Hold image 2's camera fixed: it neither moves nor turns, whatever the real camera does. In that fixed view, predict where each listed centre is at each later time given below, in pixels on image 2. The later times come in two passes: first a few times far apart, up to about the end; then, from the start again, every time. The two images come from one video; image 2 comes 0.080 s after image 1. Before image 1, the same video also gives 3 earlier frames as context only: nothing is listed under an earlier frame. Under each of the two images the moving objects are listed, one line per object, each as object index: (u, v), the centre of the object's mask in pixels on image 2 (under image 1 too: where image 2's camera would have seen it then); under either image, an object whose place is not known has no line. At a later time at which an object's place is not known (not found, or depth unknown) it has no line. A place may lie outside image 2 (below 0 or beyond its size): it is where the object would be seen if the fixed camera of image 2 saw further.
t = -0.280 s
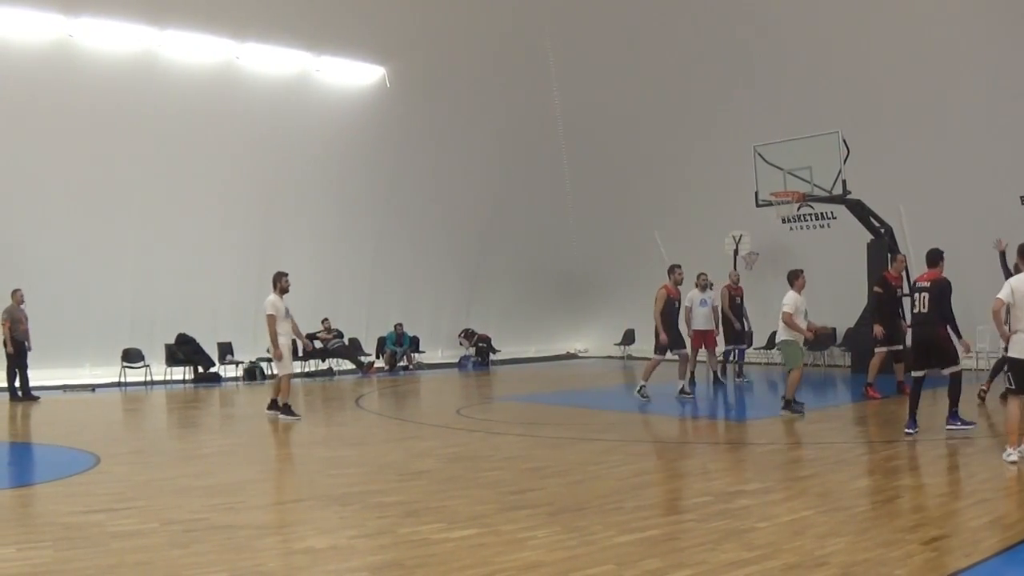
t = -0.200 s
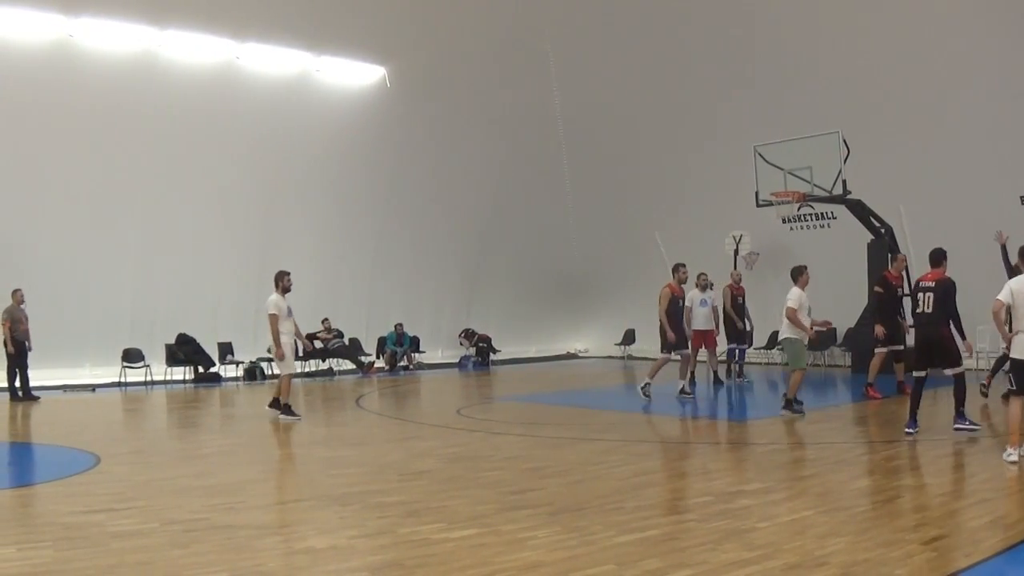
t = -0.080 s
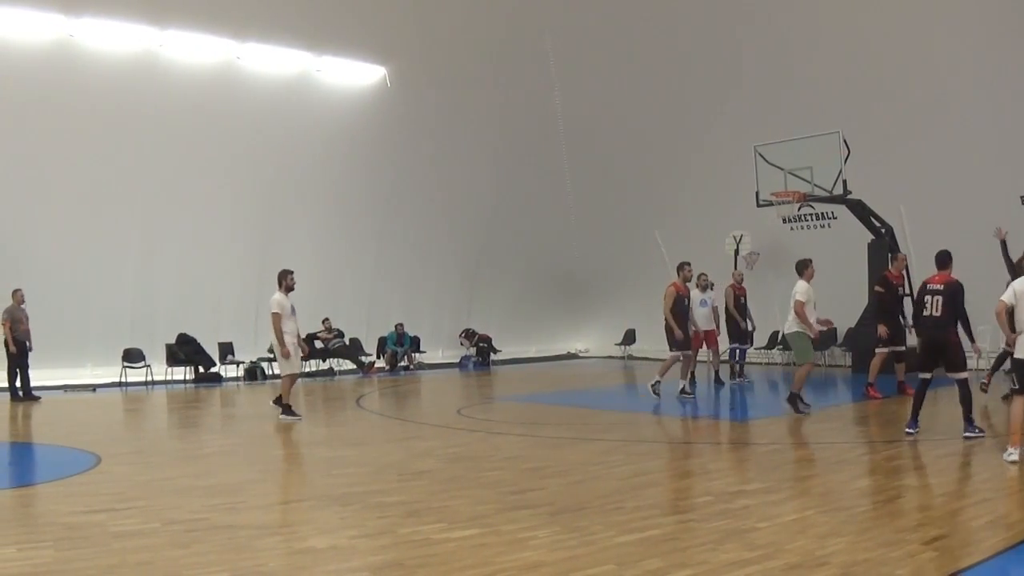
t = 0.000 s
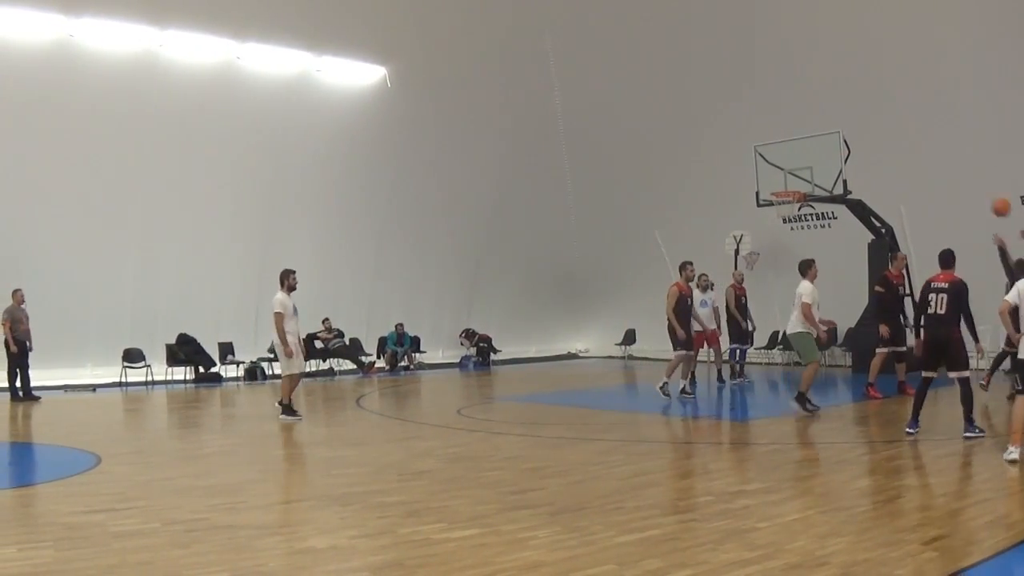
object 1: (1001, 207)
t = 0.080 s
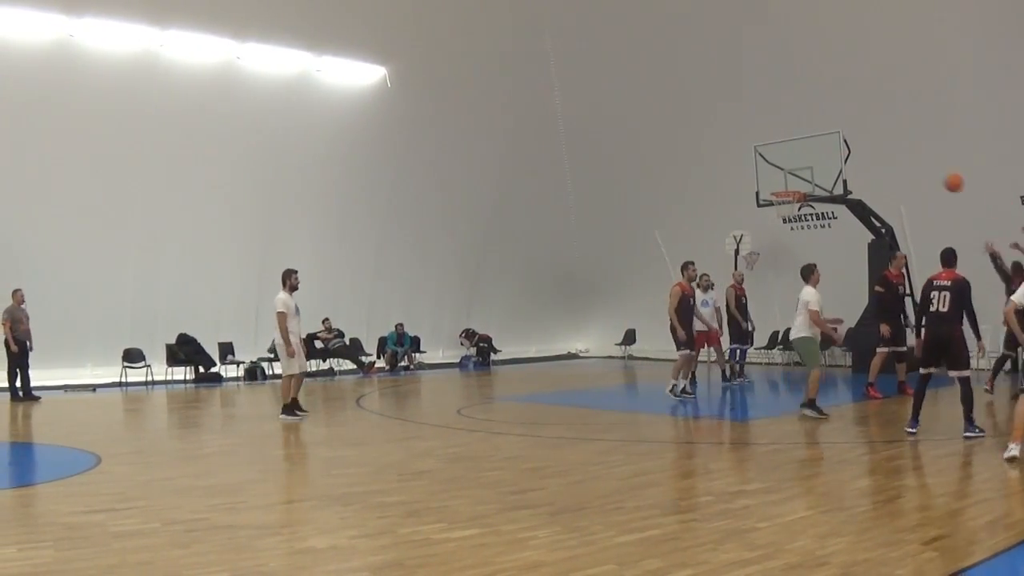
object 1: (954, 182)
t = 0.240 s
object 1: (852, 146)
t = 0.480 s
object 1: (689, 130)
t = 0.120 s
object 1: (928, 172)
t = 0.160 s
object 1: (904, 162)
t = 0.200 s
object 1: (878, 153)
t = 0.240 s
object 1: (852, 146)
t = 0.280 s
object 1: (825, 140)
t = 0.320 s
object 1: (799, 135)
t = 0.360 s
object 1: (772, 132)
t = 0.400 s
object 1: (744, 130)
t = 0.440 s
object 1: (717, 130)
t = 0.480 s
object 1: (689, 130)
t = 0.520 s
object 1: (660, 132)
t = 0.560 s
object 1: (632, 136)
